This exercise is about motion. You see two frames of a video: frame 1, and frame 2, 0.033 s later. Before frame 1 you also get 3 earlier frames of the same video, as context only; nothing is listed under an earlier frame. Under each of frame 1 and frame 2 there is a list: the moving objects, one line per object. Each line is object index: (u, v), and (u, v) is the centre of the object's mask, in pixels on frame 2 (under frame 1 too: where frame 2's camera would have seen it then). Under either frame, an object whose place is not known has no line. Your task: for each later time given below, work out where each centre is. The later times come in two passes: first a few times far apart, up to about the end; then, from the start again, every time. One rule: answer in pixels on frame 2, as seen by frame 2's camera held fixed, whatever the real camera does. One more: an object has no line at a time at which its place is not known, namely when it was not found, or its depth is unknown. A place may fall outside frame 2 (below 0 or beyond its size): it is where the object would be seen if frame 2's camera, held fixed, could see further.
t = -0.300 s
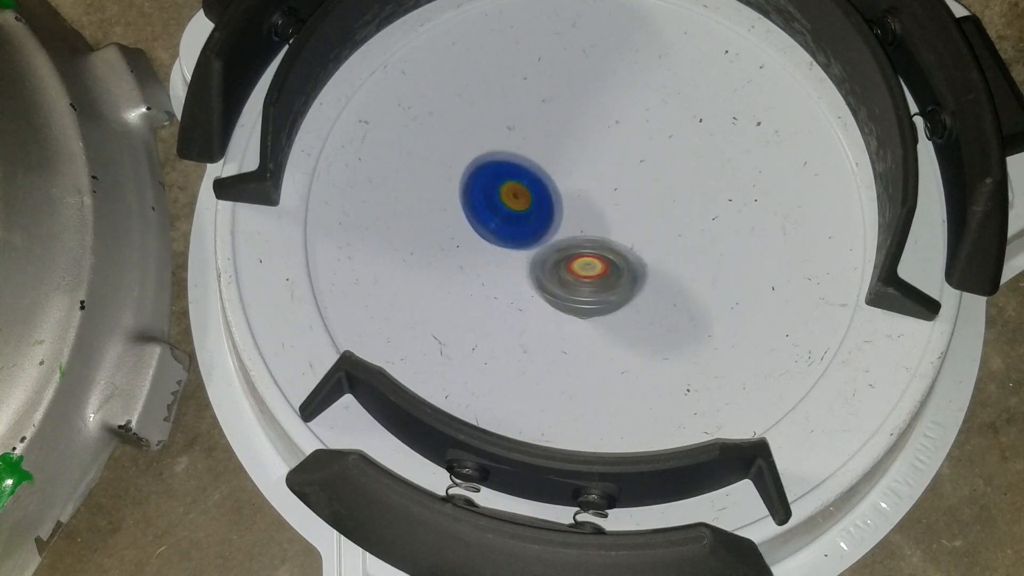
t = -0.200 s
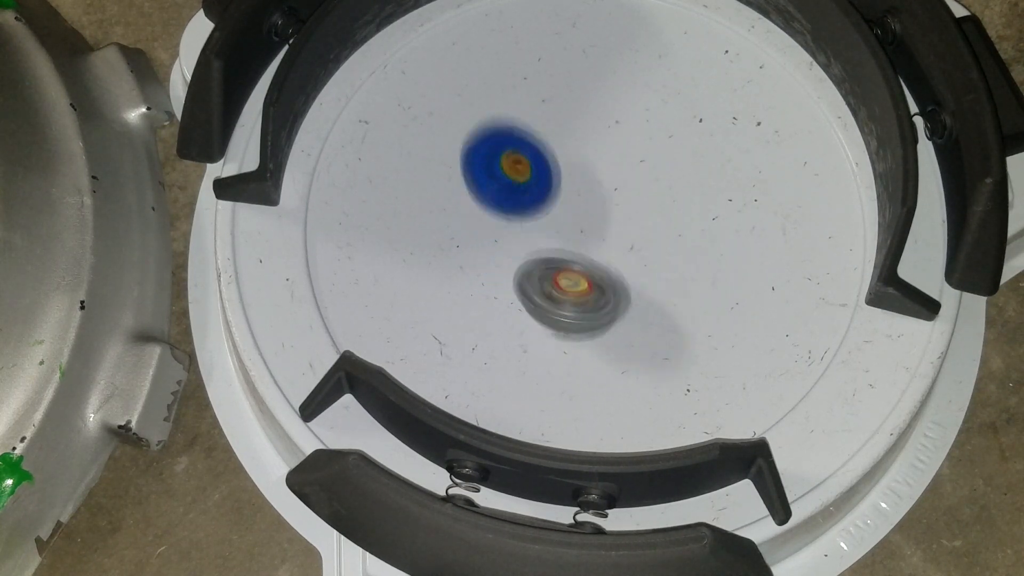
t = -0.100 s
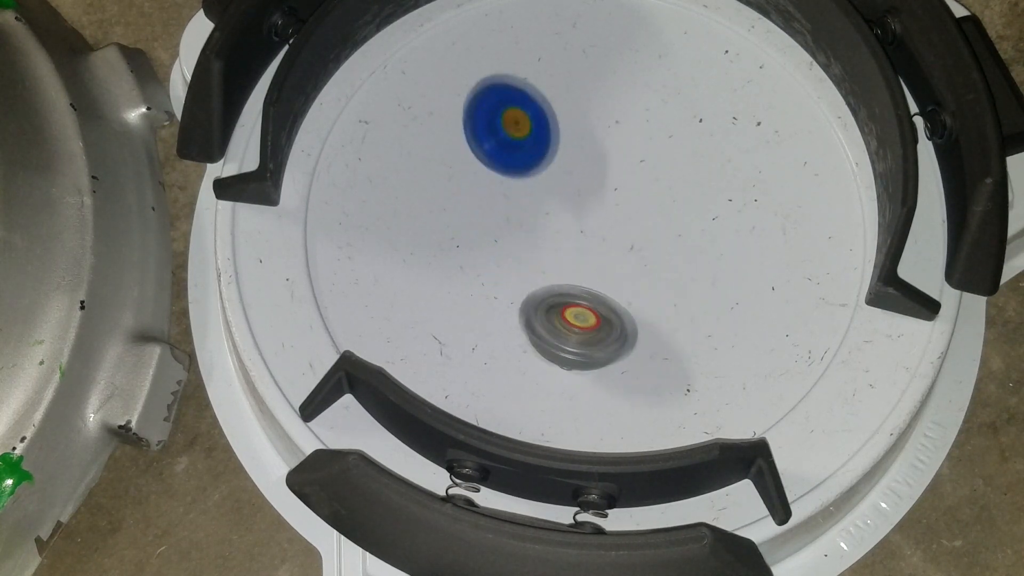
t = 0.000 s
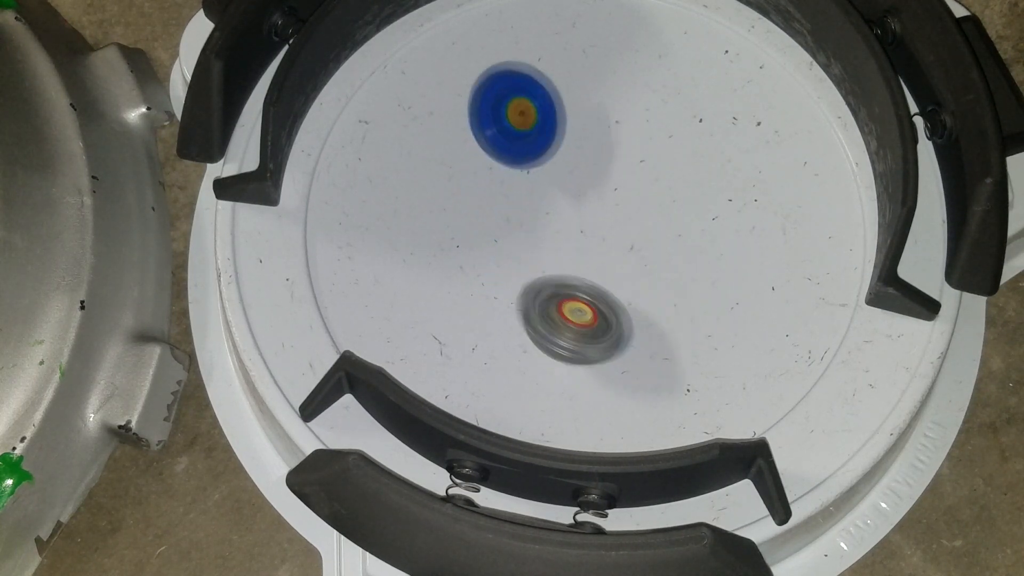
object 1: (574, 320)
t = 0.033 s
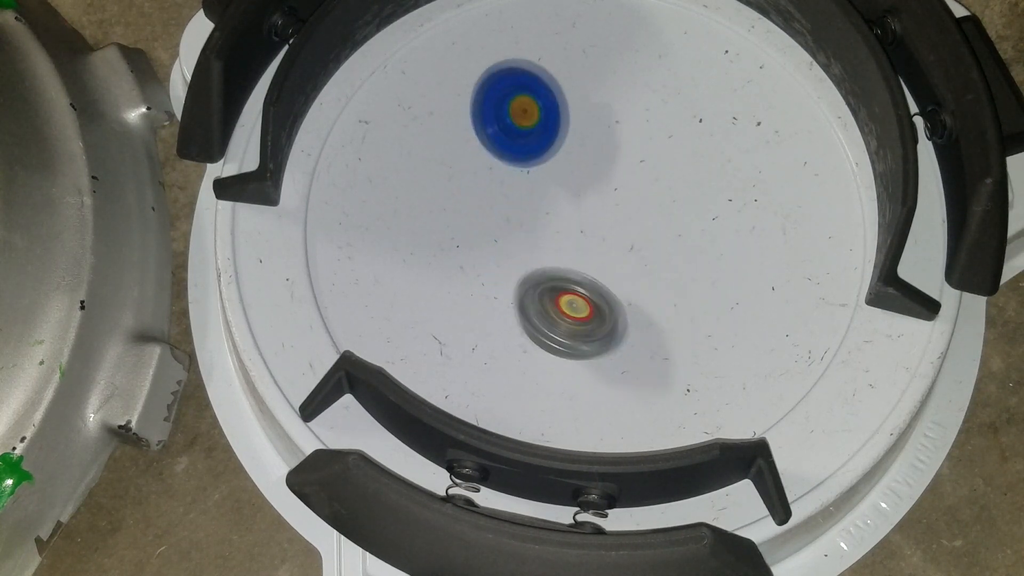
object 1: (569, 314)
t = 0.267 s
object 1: (508, 223)
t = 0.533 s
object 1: (483, 138)
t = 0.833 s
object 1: (493, 151)
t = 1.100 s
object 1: (588, 151)
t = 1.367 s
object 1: (619, 152)
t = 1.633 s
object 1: (632, 169)
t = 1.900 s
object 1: (620, 180)
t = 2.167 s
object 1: (747, 228)
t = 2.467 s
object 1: (698, 219)
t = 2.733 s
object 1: (548, 190)
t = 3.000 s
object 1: (460, 203)
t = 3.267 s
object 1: (449, 264)
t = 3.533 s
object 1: (491, 280)
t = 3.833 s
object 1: (566, 287)
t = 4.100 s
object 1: (592, 288)
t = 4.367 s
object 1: (586, 275)
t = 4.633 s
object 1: (584, 221)
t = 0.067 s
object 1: (562, 304)
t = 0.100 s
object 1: (553, 294)
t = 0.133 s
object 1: (544, 282)
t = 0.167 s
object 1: (535, 269)
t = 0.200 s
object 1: (525, 254)
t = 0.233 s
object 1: (516, 238)
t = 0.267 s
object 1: (508, 223)
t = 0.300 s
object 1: (501, 207)
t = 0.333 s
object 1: (495, 193)
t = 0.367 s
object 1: (489, 178)
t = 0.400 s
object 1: (485, 167)
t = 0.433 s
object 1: (484, 157)
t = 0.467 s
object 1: (483, 148)
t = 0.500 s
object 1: (483, 142)
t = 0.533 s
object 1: (483, 138)
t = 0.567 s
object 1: (485, 137)
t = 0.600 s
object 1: (487, 137)
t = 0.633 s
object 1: (487, 139)
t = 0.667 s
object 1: (487, 143)
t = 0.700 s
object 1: (488, 145)
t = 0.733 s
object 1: (487, 146)
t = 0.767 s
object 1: (486, 149)
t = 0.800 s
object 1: (489, 151)
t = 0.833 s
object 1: (493, 151)
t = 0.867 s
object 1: (497, 150)
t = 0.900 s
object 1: (504, 150)
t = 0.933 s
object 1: (515, 151)
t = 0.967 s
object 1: (527, 151)
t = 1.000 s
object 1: (539, 151)
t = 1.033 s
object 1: (555, 155)
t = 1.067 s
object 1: (573, 156)
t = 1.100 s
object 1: (588, 151)
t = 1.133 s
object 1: (597, 145)
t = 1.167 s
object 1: (605, 139)
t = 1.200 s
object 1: (607, 140)
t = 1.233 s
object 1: (609, 142)
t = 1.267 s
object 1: (613, 143)
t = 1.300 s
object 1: (614, 145)
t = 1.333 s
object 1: (616, 149)
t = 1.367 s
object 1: (619, 152)
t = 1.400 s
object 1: (621, 155)
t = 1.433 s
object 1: (621, 160)
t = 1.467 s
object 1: (623, 164)
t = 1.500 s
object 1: (624, 169)
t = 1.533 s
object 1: (626, 173)
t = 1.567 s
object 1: (630, 171)
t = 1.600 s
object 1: (631, 168)
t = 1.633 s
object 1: (632, 169)
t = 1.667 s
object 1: (630, 170)
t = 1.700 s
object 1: (628, 173)
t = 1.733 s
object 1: (627, 175)
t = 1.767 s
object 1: (623, 176)
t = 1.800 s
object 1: (622, 178)
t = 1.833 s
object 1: (624, 177)
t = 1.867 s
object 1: (622, 180)
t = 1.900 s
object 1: (620, 180)
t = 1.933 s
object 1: (617, 178)
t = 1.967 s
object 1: (625, 180)
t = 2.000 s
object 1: (669, 197)
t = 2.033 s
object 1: (705, 210)
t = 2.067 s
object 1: (727, 221)
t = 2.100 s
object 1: (741, 229)
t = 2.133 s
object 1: (746, 228)
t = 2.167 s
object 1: (747, 228)
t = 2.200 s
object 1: (744, 230)
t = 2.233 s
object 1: (737, 227)
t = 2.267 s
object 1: (734, 224)
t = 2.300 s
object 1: (729, 221)
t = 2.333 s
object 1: (728, 218)
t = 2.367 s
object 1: (724, 218)
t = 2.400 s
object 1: (718, 219)
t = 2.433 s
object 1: (709, 220)
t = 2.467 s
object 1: (698, 219)
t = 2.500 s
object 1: (684, 219)
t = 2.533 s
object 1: (665, 217)
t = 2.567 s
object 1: (647, 214)
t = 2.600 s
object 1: (628, 211)
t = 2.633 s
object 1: (606, 207)
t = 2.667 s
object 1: (587, 202)
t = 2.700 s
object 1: (565, 196)
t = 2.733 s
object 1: (548, 190)
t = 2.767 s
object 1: (532, 184)
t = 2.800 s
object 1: (517, 178)
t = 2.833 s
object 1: (506, 173)
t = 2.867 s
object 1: (496, 168)
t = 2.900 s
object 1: (492, 163)
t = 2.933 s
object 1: (487, 161)
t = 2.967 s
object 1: (472, 178)
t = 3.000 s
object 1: (460, 203)
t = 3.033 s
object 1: (455, 224)
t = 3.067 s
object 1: (452, 234)
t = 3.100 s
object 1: (452, 240)
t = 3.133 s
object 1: (450, 244)
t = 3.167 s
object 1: (448, 243)
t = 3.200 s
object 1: (445, 249)
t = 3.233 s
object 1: (443, 259)
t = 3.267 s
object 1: (449, 264)
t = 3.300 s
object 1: (455, 268)
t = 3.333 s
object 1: (457, 271)
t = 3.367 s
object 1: (457, 269)
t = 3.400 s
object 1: (463, 266)
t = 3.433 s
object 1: (470, 267)
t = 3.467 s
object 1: (477, 269)
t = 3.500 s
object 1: (486, 273)
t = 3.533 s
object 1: (491, 280)
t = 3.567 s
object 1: (491, 281)
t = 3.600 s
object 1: (496, 281)
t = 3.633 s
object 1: (502, 282)
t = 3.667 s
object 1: (508, 280)
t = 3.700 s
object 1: (518, 280)
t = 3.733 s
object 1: (529, 283)
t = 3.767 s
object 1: (539, 285)
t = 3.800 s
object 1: (552, 284)
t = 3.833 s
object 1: (566, 287)
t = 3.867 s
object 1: (576, 290)
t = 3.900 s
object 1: (583, 292)
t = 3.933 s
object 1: (584, 296)
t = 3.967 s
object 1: (587, 296)
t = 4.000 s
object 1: (591, 294)
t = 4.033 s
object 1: (593, 290)
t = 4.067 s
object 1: (593, 287)
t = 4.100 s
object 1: (592, 288)
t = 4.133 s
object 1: (593, 288)
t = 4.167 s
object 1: (595, 288)
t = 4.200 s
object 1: (597, 290)
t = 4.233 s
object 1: (595, 288)
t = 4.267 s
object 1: (589, 288)
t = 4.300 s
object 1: (583, 285)
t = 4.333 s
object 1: (582, 280)
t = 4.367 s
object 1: (586, 275)
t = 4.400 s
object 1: (592, 270)
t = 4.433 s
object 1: (591, 266)
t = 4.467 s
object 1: (584, 259)
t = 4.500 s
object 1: (579, 254)
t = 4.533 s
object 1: (580, 247)
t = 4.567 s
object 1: (584, 240)
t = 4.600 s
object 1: (585, 230)
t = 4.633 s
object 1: (584, 221)
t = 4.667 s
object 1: (581, 208)
